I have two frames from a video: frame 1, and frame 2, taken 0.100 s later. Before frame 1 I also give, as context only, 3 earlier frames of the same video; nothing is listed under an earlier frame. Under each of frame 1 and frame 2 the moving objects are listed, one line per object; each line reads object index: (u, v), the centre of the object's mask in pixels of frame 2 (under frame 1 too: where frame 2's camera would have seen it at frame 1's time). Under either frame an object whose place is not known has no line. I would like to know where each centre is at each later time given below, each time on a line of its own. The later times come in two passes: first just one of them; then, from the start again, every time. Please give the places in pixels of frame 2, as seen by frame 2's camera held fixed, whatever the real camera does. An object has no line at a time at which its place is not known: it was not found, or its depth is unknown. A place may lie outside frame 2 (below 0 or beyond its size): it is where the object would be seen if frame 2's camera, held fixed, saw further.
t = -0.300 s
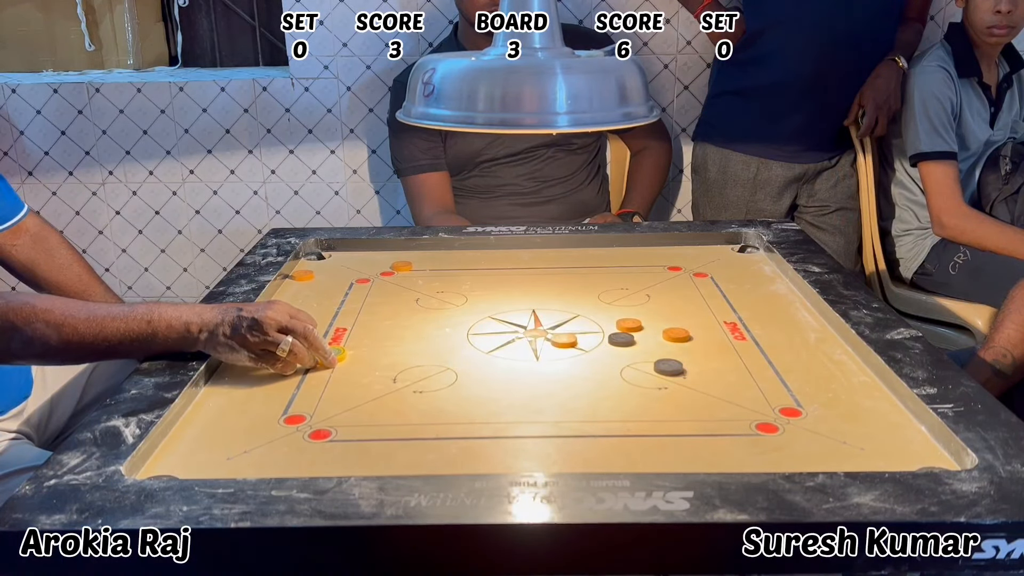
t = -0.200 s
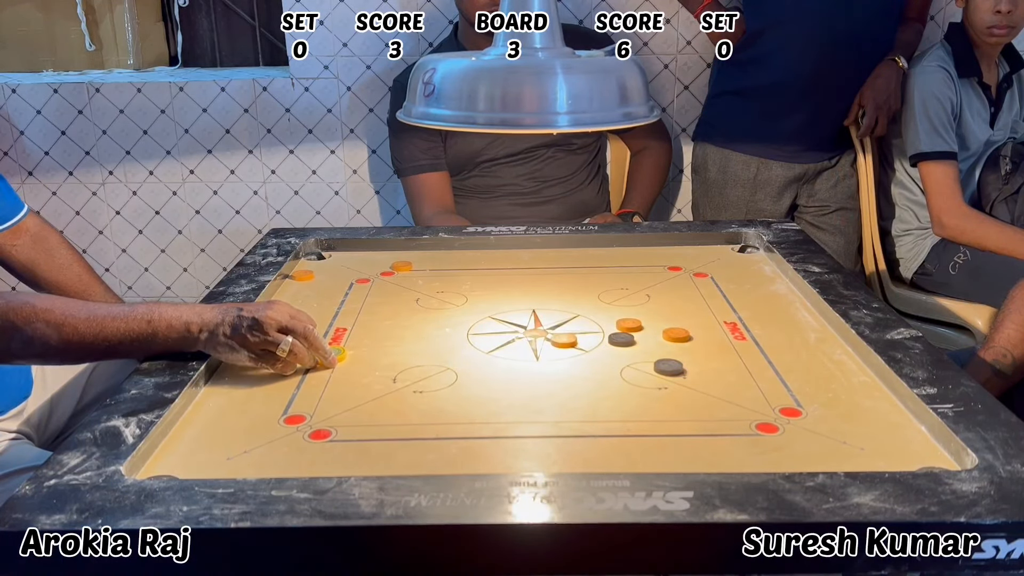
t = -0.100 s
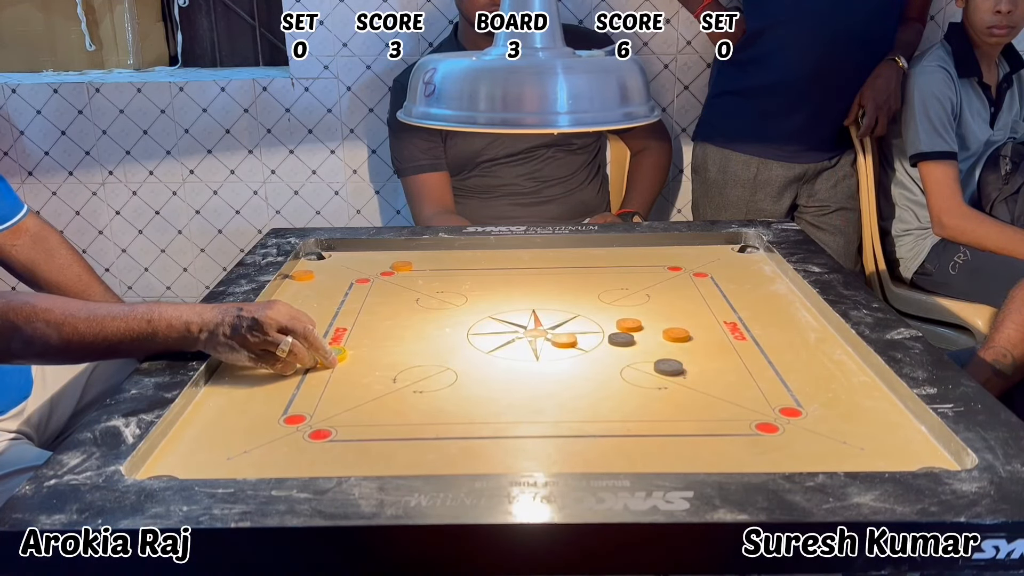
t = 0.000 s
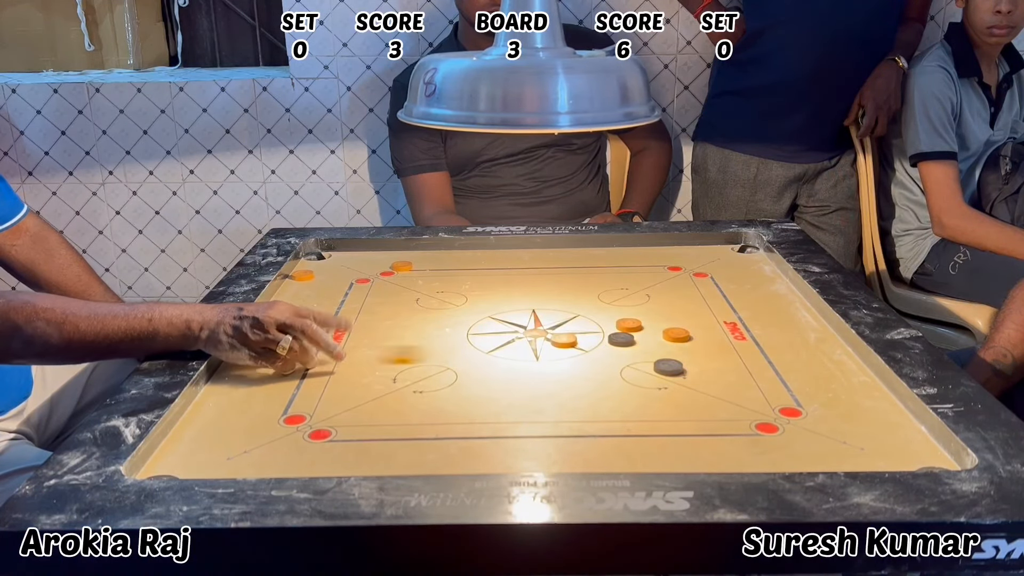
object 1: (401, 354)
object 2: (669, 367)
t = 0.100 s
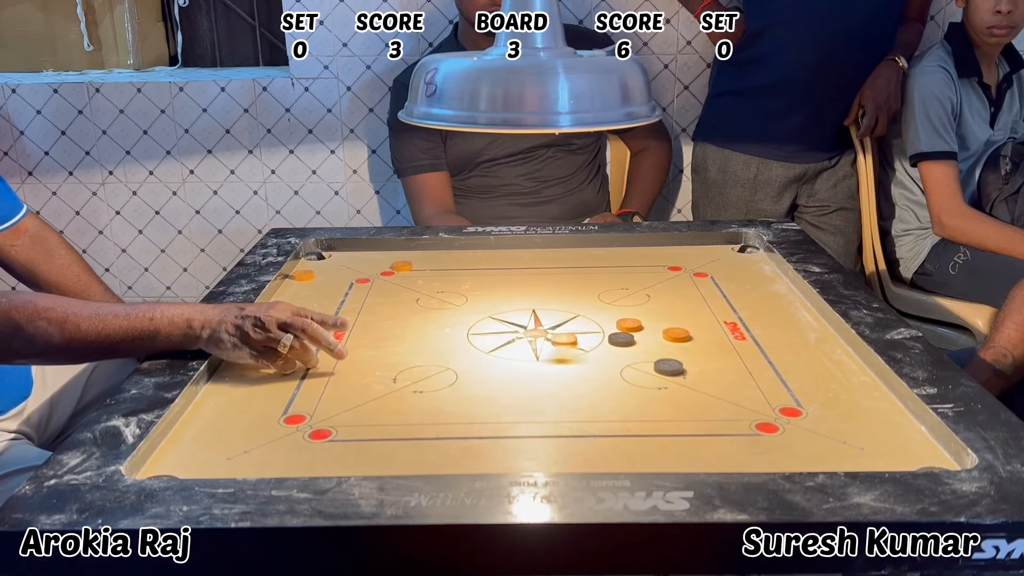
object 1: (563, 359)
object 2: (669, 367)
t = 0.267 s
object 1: (783, 347)
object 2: (726, 399)
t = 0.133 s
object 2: (669, 367)
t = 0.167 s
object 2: (673, 369)
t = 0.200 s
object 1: (706, 352)
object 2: (691, 379)
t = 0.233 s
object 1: (743, 349)
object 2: (708, 389)
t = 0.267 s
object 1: (783, 347)
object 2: (726, 399)
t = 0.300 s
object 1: (822, 343)
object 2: (744, 409)
